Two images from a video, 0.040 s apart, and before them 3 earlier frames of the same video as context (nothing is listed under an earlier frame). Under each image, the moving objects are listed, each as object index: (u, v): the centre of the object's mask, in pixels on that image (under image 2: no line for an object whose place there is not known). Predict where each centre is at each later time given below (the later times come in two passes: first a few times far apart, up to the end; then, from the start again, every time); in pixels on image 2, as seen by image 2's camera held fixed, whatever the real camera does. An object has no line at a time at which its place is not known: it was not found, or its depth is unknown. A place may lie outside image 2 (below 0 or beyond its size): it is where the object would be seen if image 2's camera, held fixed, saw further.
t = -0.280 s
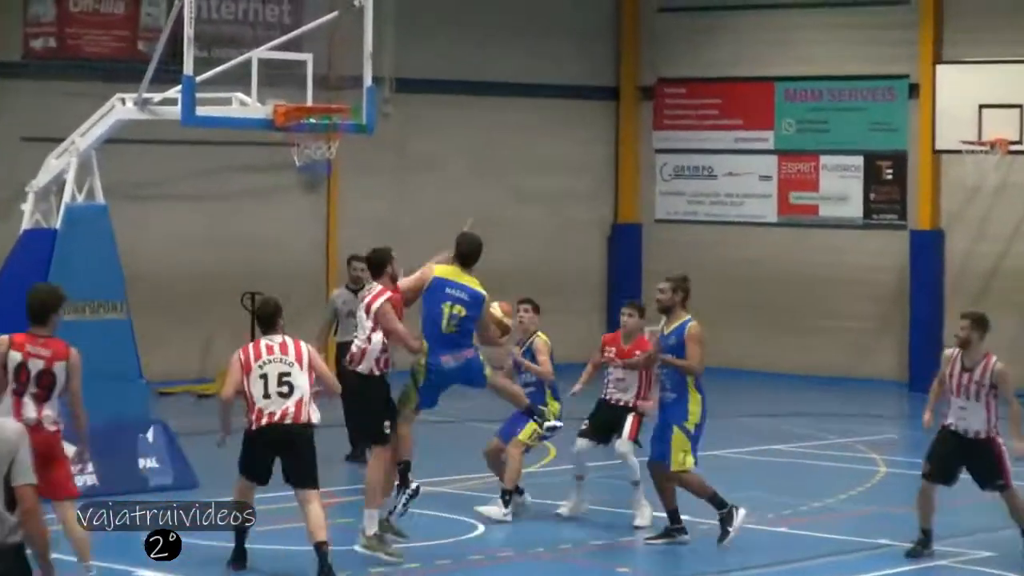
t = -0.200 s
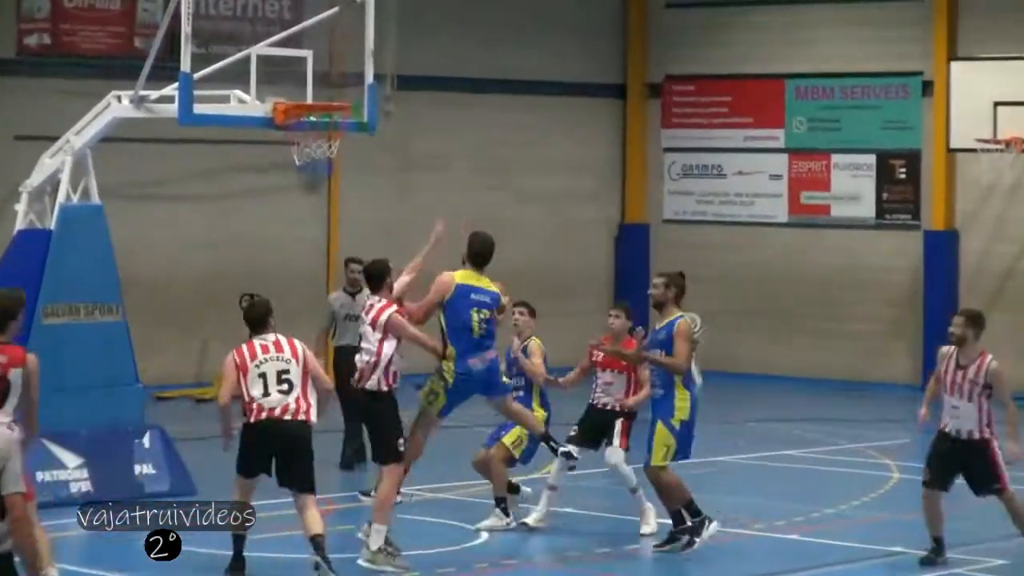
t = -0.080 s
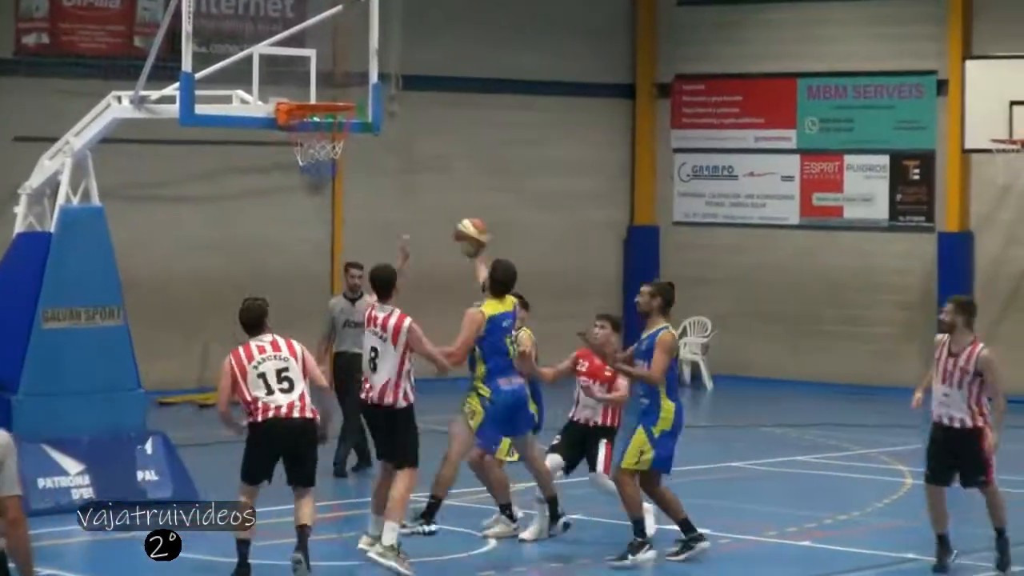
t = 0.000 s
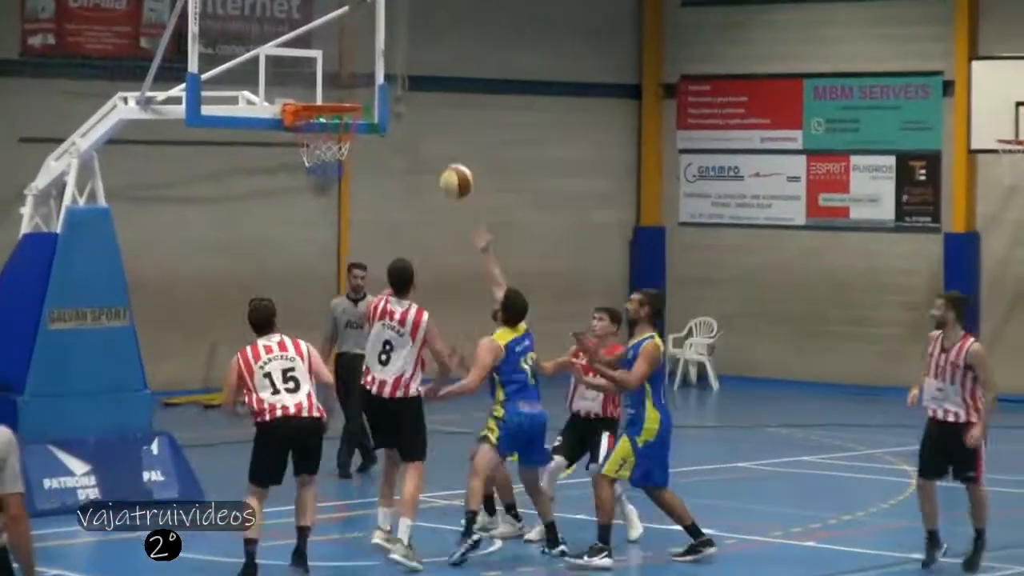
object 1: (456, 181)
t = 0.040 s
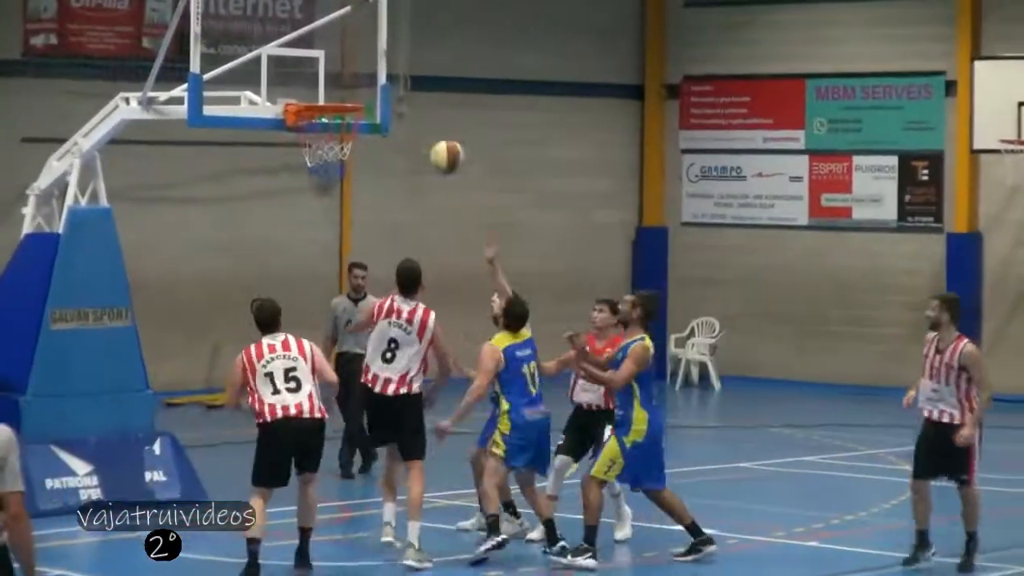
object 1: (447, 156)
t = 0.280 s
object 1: (384, 58)
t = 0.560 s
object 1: (308, 48)
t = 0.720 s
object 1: (267, 90)
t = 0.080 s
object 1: (436, 136)
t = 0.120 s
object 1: (425, 116)
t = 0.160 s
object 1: (414, 98)
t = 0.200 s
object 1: (404, 84)
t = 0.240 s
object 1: (393, 71)
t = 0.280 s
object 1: (384, 58)
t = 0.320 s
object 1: (370, 54)
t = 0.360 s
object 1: (359, 46)
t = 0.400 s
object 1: (348, 42)
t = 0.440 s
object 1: (339, 40)
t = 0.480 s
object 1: (328, 42)
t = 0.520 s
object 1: (318, 44)
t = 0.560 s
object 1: (308, 48)
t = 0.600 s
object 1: (298, 53)
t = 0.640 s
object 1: (286, 63)
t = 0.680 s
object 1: (274, 79)
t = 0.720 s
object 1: (267, 90)
